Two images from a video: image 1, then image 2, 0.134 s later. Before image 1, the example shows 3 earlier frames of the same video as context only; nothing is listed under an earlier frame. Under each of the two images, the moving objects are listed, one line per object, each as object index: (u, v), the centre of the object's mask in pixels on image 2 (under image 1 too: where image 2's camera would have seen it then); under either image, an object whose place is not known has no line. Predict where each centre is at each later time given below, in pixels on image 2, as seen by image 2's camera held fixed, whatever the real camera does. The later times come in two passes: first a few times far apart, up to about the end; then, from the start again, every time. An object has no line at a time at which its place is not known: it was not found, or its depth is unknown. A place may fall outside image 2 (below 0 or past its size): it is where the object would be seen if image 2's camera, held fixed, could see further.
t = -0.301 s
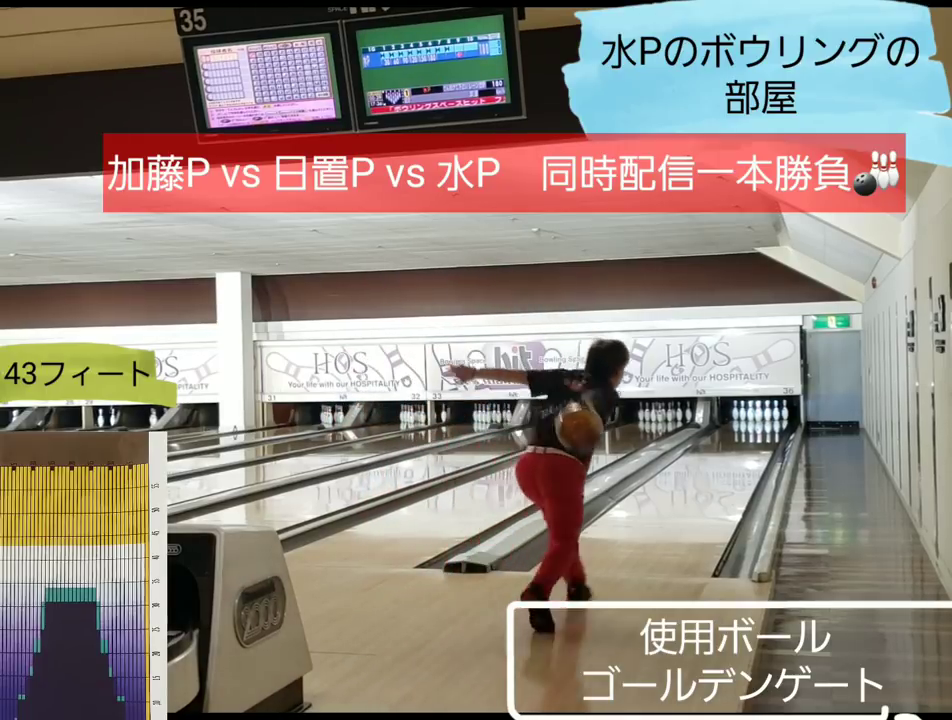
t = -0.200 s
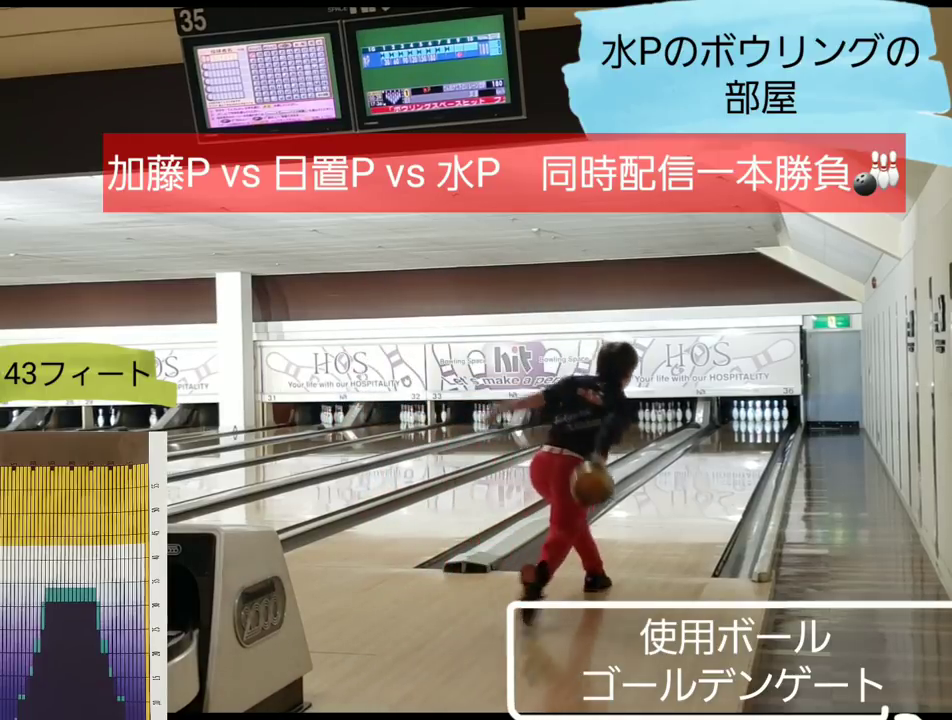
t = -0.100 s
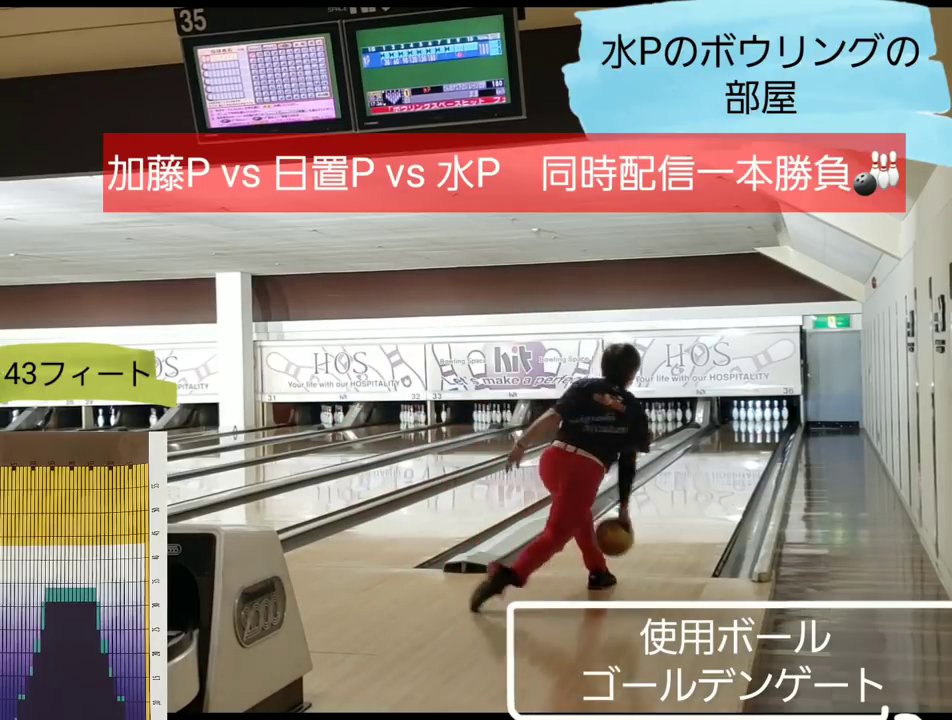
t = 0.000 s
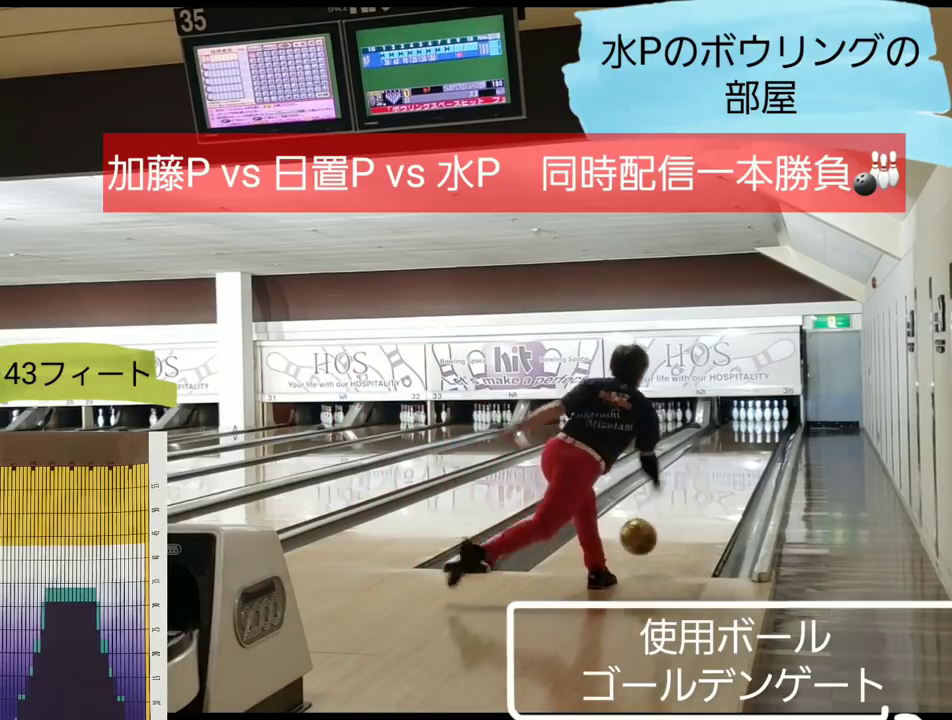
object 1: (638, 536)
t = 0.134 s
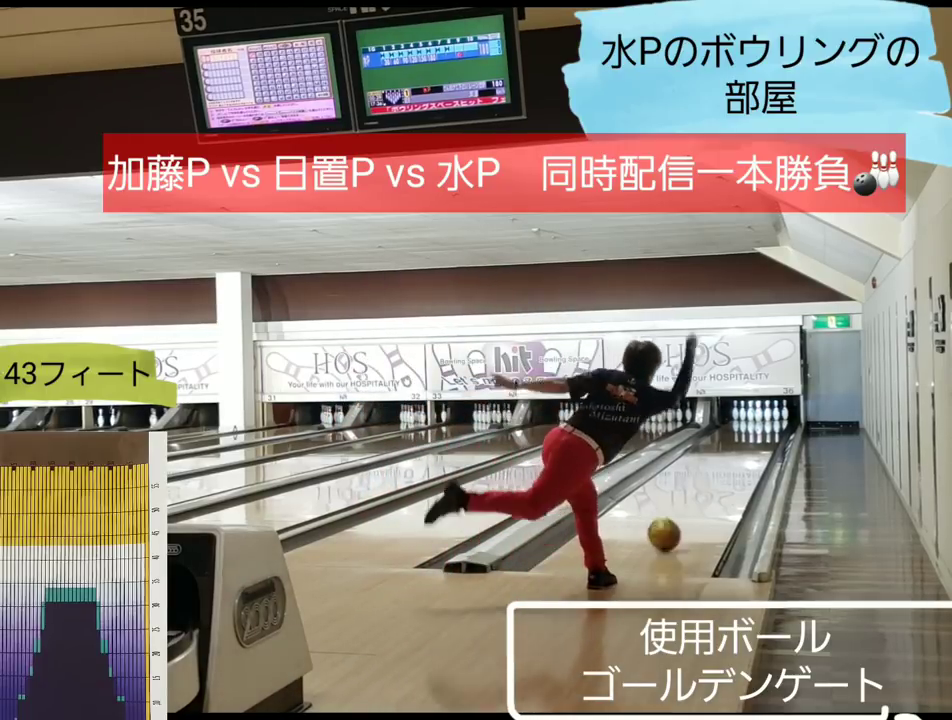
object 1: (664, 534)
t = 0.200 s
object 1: (674, 524)
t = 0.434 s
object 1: (704, 497)
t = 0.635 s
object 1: (722, 480)
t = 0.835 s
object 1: (736, 467)
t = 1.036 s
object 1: (747, 456)
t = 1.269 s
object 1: (756, 446)
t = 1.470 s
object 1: (763, 439)
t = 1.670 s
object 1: (766, 433)
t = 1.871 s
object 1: (770, 429)
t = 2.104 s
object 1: (771, 423)
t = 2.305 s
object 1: (770, 420)
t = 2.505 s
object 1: (767, 417)
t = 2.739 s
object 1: (768, 415)
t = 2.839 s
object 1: (767, 414)
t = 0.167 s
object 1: (669, 529)
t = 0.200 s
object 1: (674, 524)
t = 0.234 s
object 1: (679, 520)
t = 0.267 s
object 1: (684, 515)
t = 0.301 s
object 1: (688, 511)
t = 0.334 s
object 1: (692, 508)
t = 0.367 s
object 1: (696, 504)
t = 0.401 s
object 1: (700, 500)
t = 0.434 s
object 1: (704, 497)
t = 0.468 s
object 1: (707, 494)
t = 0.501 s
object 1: (710, 491)
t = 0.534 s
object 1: (714, 488)
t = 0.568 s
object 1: (717, 485)
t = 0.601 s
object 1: (719, 482)
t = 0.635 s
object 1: (722, 480)
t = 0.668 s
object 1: (725, 478)
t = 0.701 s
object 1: (727, 475)
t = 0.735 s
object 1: (730, 473)
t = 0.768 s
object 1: (732, 471)
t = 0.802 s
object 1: (734, 469)
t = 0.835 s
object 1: (736, 467)
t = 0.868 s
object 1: (738, 465)
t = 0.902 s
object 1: (740, 463)
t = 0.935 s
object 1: (742, 461)
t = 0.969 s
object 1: (744, 459)
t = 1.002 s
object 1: (745, 457)
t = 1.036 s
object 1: (747, 456)
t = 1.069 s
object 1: (749, 455)
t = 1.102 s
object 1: (750, 454)
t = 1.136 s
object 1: (751, 453)
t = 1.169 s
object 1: (753, 451)
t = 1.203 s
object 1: (754, 449)
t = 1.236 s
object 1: (755, 447)
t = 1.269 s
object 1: (756, 446)
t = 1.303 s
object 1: (757, 445)
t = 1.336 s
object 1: (758, 444)
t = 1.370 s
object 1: (760, 442)
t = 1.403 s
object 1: (761, 442)
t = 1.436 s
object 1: (762, 440)
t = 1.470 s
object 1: (763, 439)
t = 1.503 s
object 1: (763, 438)
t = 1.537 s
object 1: (765, 437)
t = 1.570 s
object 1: (765, 436)
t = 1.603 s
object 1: (766, 436)
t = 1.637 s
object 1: (766, 434)
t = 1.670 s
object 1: (766, 433)
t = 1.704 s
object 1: (768, 433)
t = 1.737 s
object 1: (768, 433)
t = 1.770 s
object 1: (769, 432)
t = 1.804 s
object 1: (769, 430)
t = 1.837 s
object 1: (769, 430)
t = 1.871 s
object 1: (770, 429)
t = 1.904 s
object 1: (770, 428)
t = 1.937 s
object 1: (770, 428)
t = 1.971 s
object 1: (771, 426)
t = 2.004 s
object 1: (771, 426)
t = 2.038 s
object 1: (771, 425)
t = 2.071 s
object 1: (772, 424)
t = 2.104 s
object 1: (771, 423)
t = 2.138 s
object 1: (771, 422)
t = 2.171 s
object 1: (771, 422)
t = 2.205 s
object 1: (771, 421)
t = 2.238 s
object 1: (771, 421)
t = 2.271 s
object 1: (770, 420)
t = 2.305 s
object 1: (770, 420)
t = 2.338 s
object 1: (770, 420)
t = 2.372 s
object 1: (769, 420)
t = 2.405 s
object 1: (768, 419)
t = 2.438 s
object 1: (768, 418)
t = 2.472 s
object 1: (767, 418)
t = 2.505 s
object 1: (767, 417)
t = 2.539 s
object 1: (767, 416)
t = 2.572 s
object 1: (767, 416)
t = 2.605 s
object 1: (767, 415)
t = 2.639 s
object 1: (768, 415)
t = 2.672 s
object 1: (768, 415)
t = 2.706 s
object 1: (768, 415)
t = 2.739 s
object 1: (768, 415)
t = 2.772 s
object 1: (768, 413)
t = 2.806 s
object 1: (769, 414)
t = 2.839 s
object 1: (767, 414)
